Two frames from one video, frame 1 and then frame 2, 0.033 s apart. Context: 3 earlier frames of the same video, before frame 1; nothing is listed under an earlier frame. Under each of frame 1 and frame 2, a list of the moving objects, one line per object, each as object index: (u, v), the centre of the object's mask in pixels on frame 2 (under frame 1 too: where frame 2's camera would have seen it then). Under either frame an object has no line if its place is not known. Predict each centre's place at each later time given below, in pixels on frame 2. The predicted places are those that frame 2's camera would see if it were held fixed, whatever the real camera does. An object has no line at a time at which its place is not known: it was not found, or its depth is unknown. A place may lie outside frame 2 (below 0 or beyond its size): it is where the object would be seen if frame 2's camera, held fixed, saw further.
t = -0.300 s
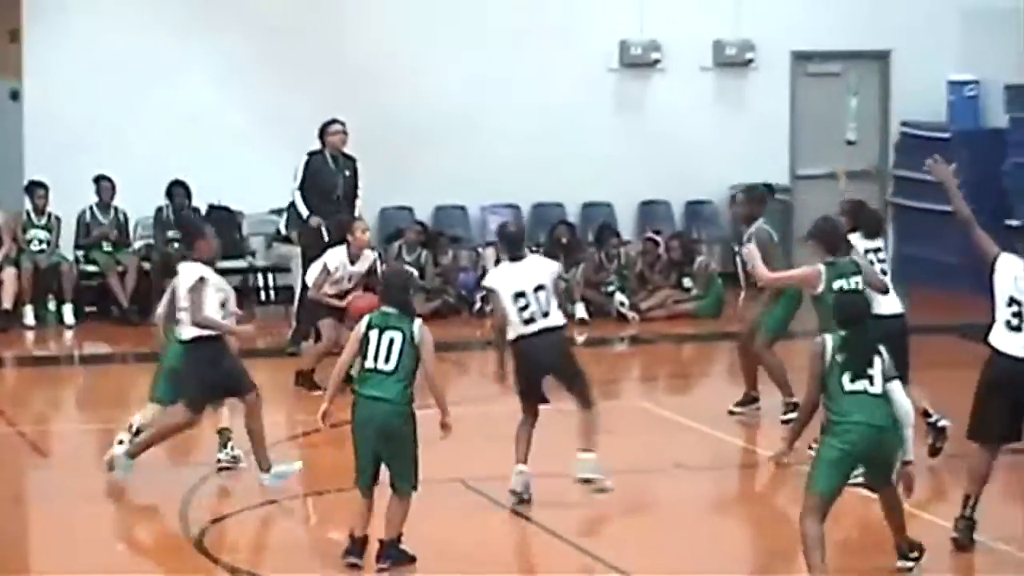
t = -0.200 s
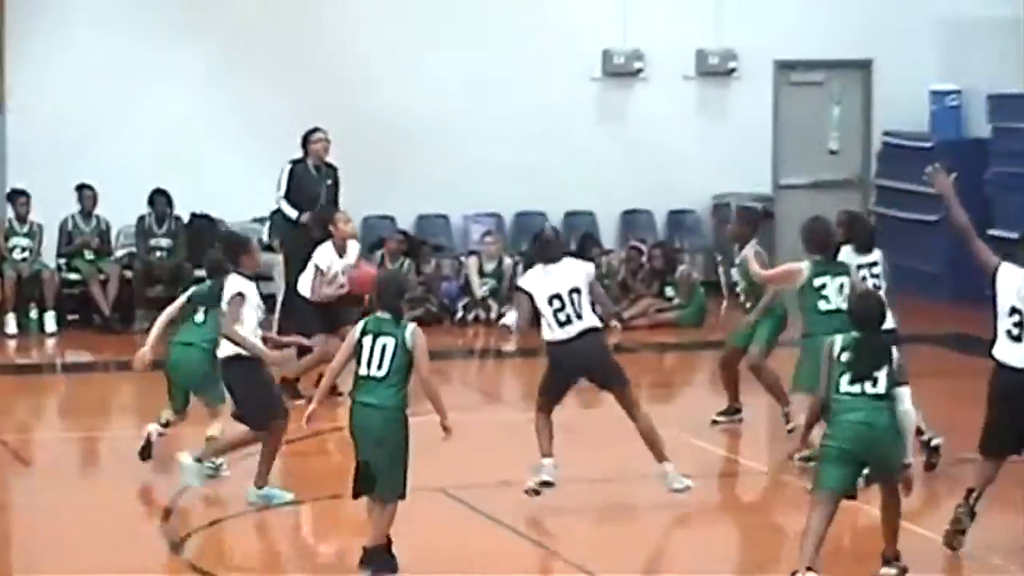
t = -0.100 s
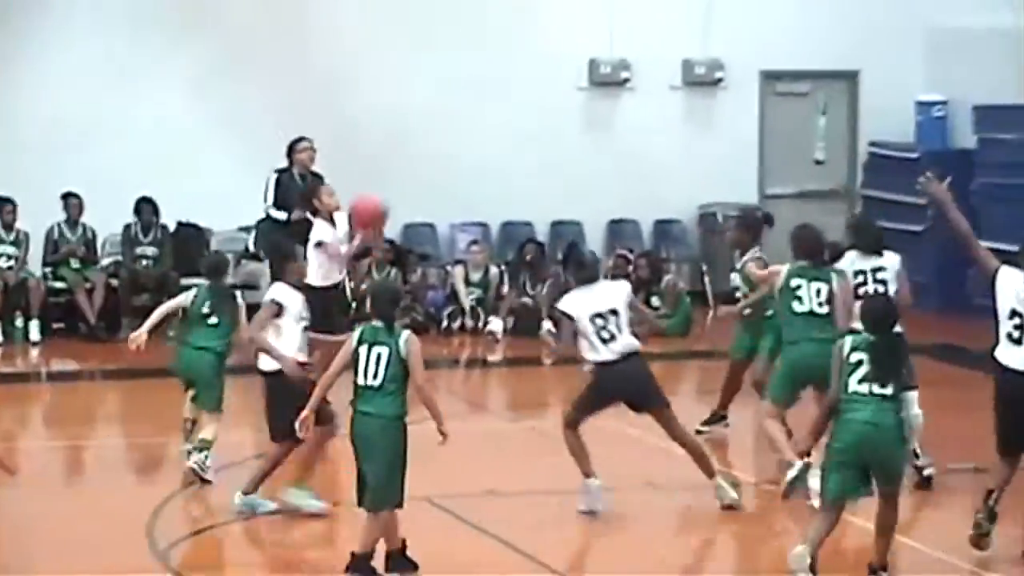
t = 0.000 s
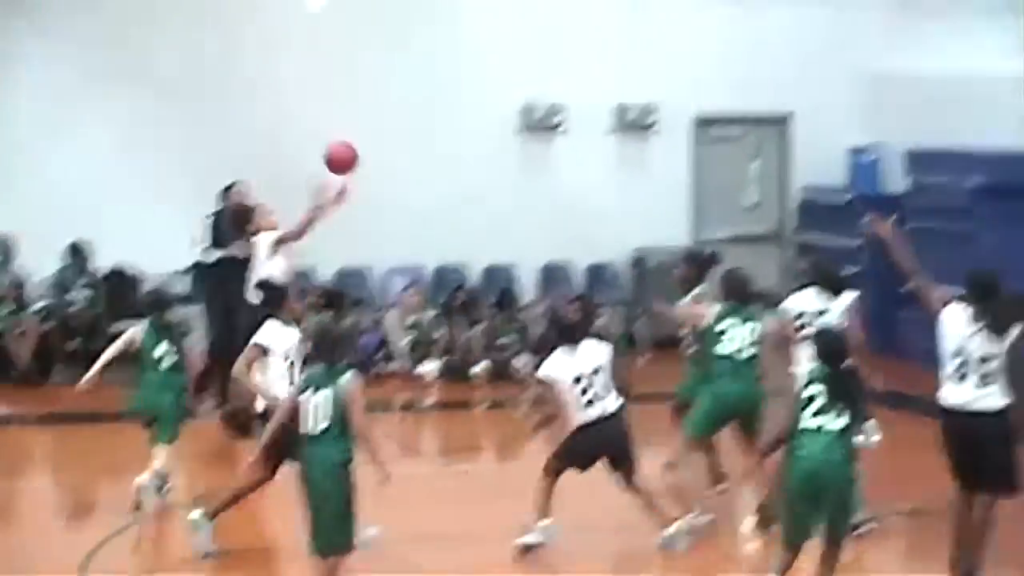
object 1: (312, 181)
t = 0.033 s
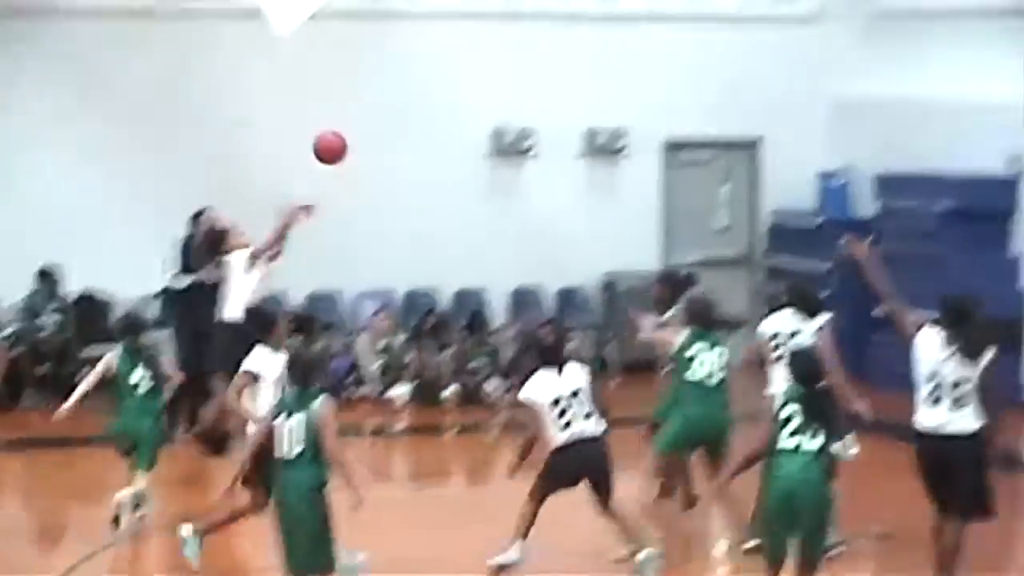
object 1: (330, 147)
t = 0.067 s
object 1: (348, 114)
